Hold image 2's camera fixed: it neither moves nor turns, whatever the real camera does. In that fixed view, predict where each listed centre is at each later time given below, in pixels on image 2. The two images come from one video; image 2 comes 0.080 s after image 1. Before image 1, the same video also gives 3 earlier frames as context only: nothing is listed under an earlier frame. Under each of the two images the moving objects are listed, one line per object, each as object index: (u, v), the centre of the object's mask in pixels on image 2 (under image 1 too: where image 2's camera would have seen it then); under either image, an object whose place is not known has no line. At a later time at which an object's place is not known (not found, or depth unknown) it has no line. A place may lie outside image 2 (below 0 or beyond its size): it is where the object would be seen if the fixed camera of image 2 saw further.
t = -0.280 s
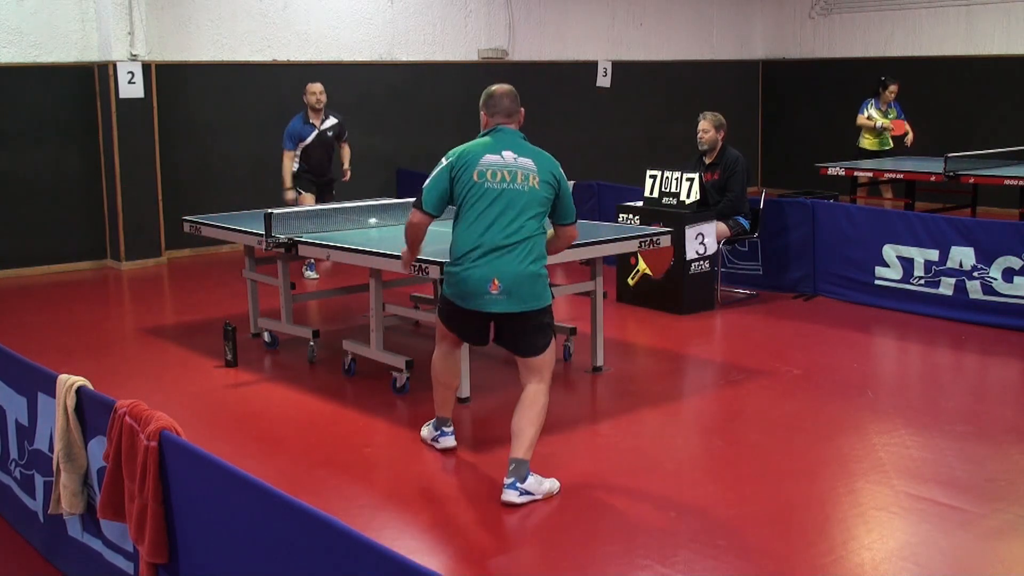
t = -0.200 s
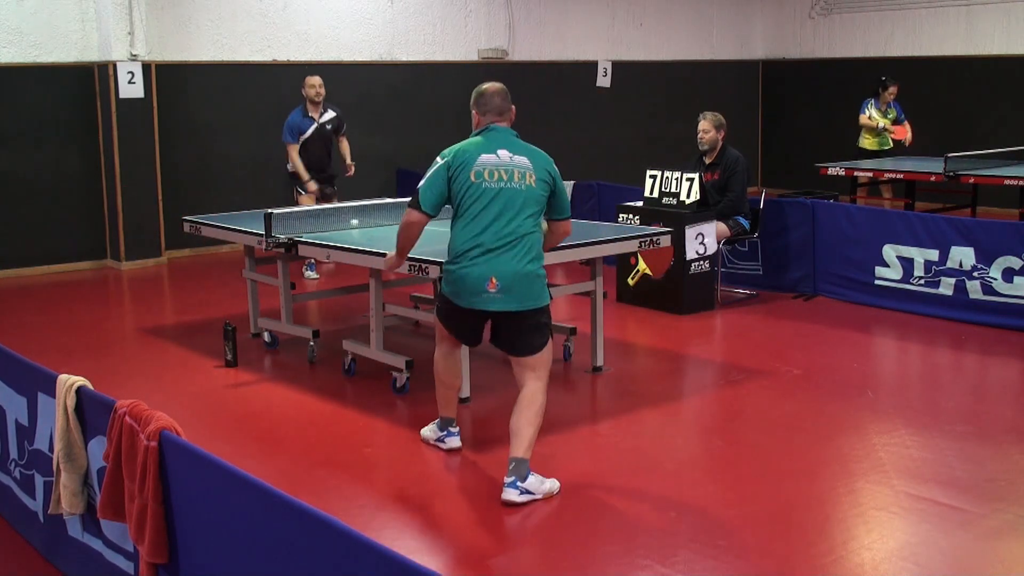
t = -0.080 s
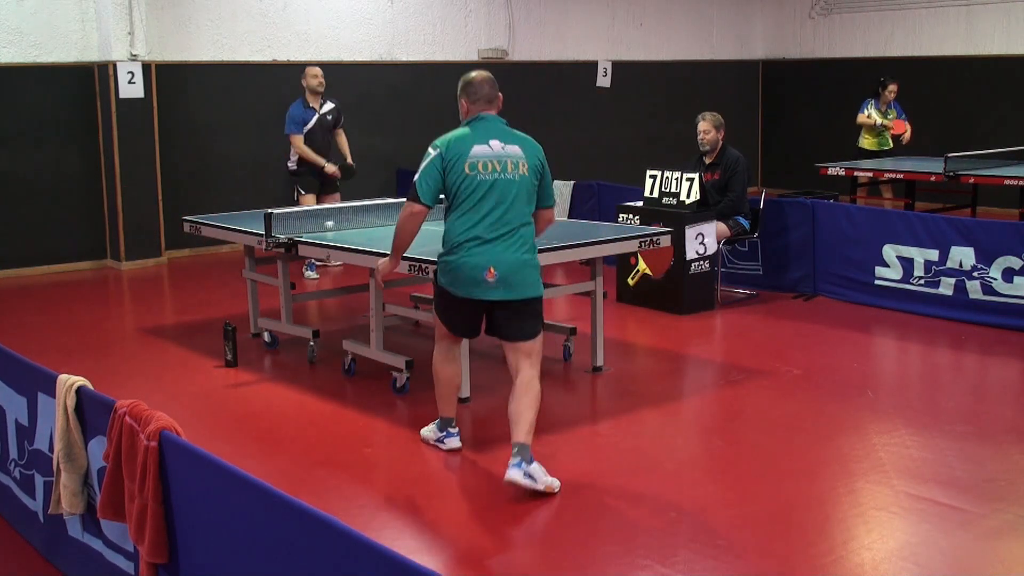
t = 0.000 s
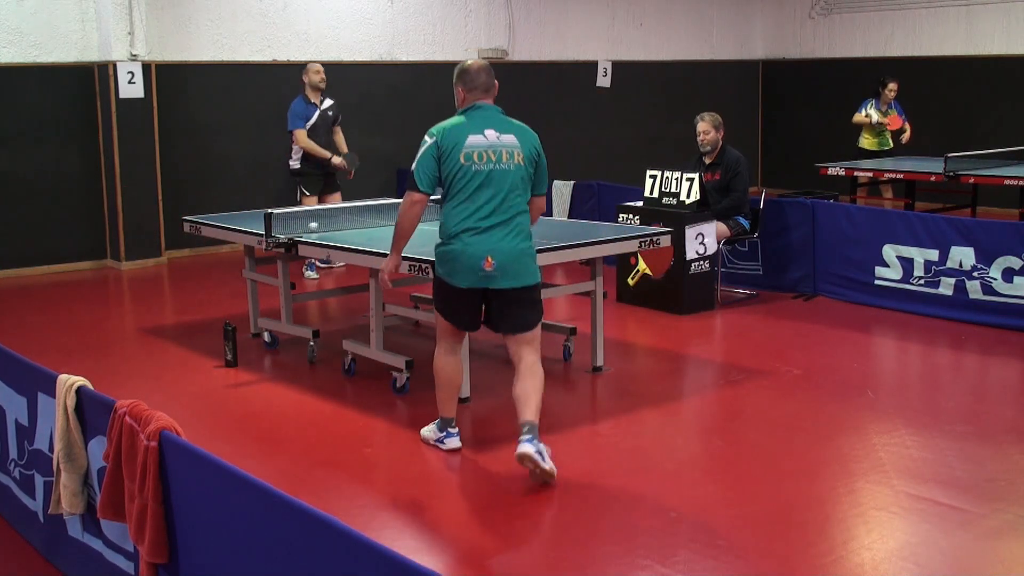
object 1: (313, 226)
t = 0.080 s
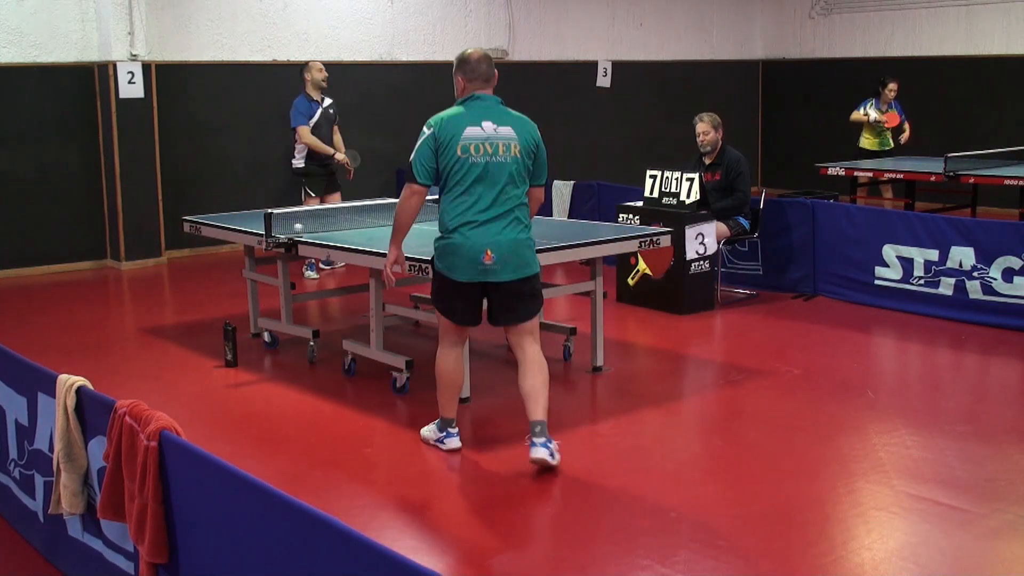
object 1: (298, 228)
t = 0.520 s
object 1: (219, 307)
